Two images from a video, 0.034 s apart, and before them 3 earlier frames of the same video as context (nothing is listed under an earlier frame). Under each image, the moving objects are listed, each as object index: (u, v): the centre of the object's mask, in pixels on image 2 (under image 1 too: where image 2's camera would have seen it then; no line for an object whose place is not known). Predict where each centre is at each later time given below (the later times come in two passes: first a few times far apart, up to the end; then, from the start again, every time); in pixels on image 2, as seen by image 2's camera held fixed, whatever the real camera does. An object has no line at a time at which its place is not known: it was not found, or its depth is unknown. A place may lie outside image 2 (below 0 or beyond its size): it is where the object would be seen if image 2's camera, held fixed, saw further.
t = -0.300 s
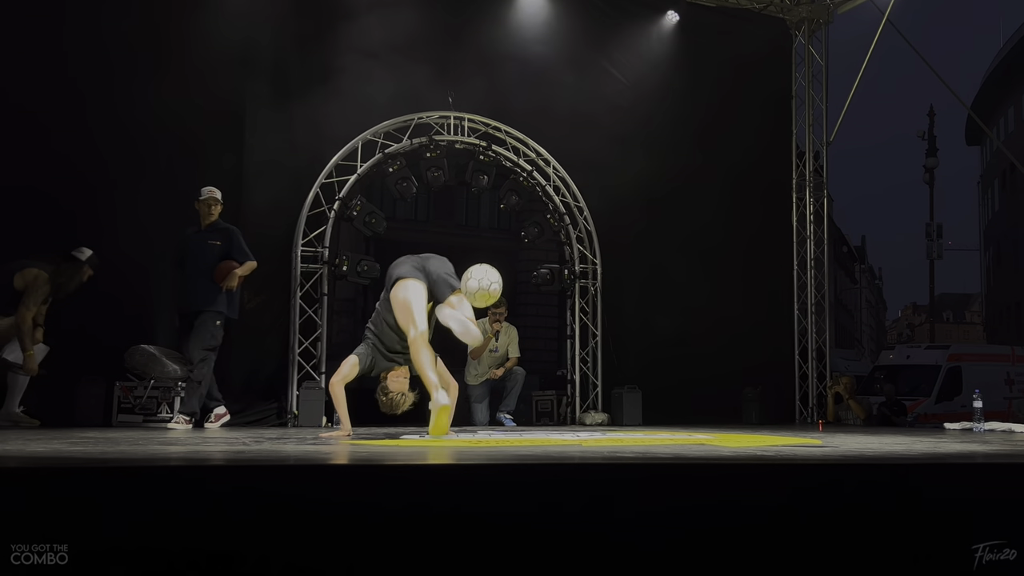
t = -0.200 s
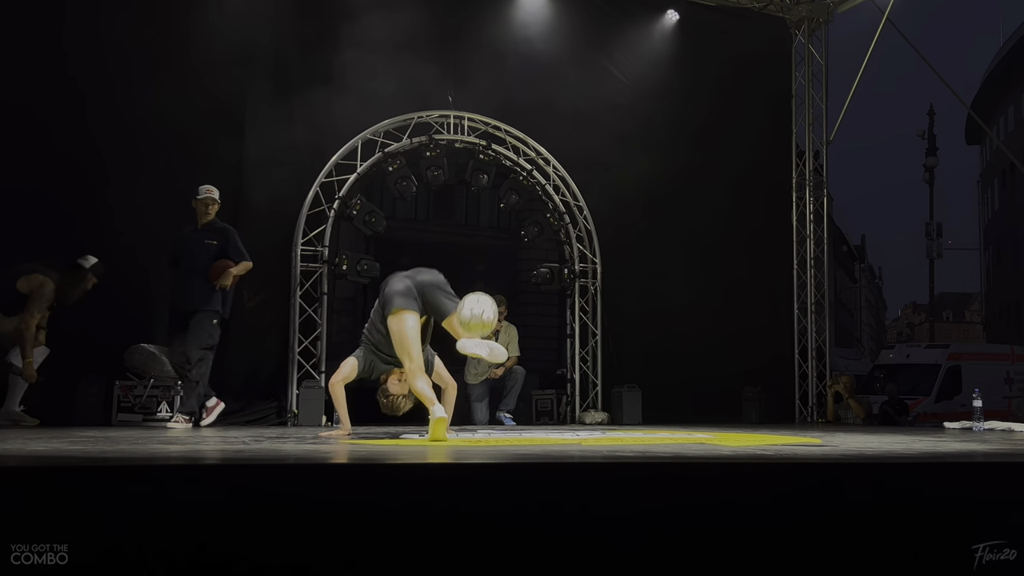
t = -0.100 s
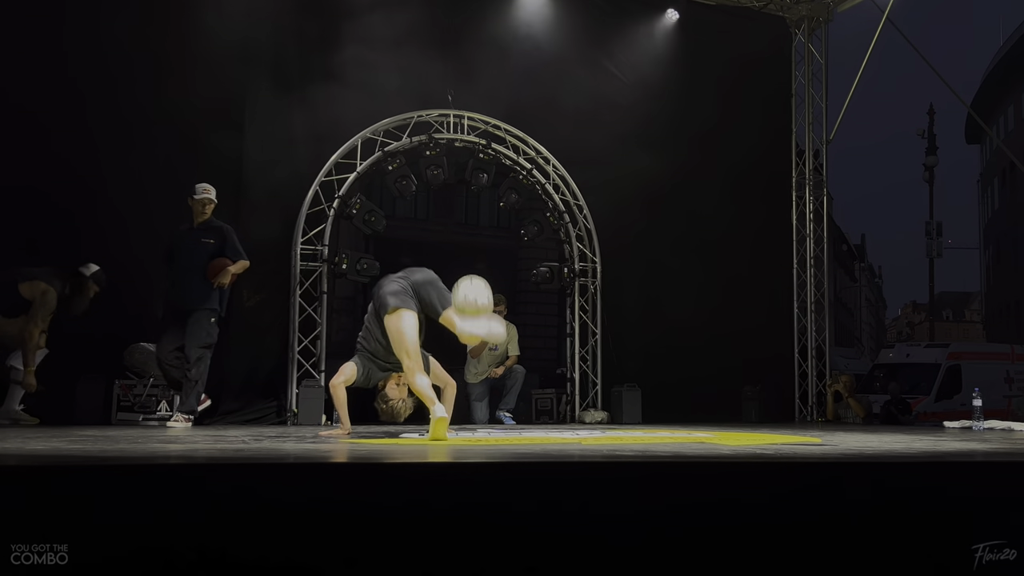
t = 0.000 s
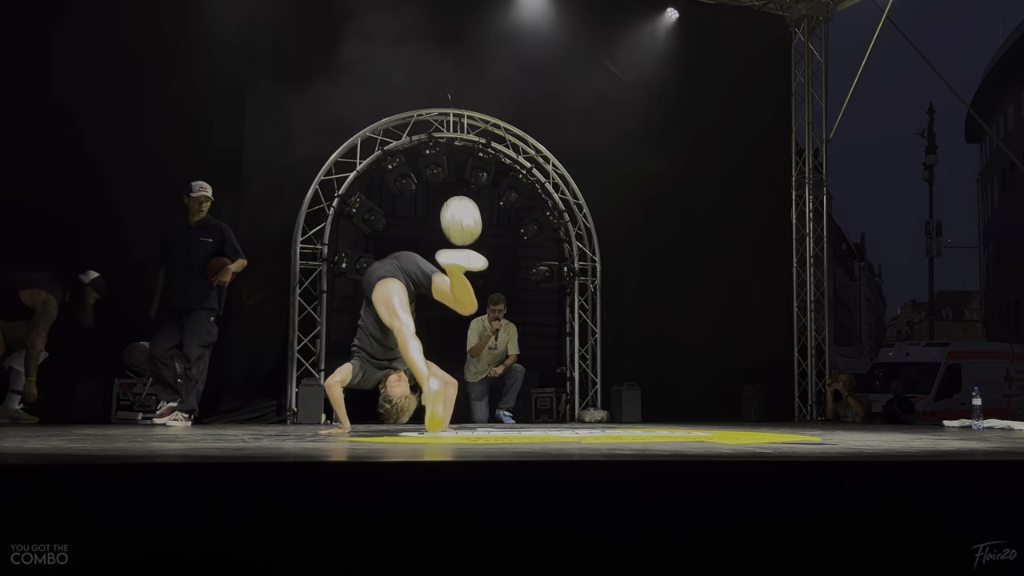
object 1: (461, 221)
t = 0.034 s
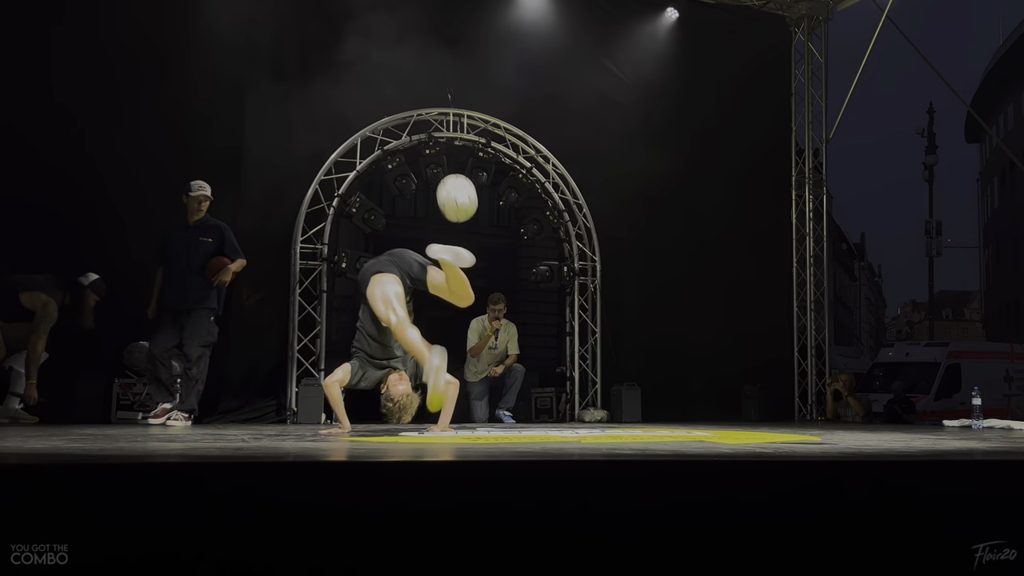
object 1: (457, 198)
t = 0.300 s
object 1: (426, 98)
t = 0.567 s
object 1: (395, 116)
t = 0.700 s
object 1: (379, 164)
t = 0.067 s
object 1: (453, 178)
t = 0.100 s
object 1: (449, 160)
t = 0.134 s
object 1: (445, 145)
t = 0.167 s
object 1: (441, 131)
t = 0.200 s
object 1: (437, 120)
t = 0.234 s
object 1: (433, 110)
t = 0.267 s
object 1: (430, 103)
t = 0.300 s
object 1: (426, 98)
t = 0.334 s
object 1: (422, 94)
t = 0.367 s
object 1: (418, 92)
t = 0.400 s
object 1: (414, 92)
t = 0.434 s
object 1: (410, 93)
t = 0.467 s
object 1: (406, 97)
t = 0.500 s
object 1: (403, 102)
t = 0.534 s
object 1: (399, 108)
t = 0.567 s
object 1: (395, 116)
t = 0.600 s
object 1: (391, 126)
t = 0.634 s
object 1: (387, 138)
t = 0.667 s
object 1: (383, 150)
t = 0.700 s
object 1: (379, 164)
